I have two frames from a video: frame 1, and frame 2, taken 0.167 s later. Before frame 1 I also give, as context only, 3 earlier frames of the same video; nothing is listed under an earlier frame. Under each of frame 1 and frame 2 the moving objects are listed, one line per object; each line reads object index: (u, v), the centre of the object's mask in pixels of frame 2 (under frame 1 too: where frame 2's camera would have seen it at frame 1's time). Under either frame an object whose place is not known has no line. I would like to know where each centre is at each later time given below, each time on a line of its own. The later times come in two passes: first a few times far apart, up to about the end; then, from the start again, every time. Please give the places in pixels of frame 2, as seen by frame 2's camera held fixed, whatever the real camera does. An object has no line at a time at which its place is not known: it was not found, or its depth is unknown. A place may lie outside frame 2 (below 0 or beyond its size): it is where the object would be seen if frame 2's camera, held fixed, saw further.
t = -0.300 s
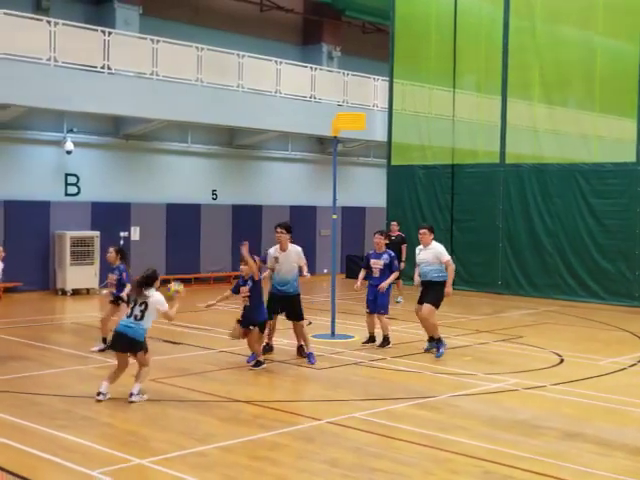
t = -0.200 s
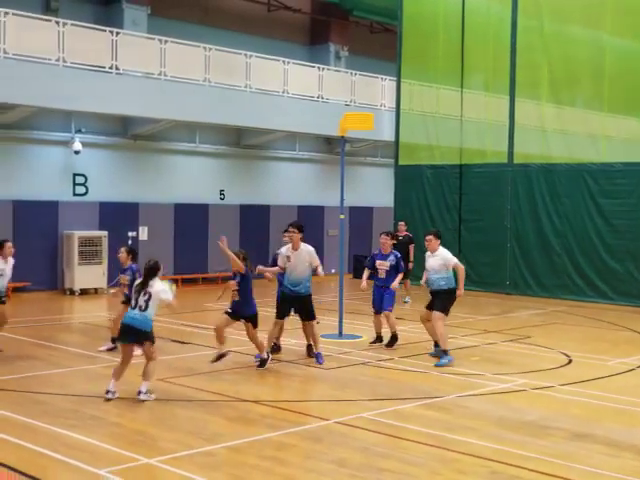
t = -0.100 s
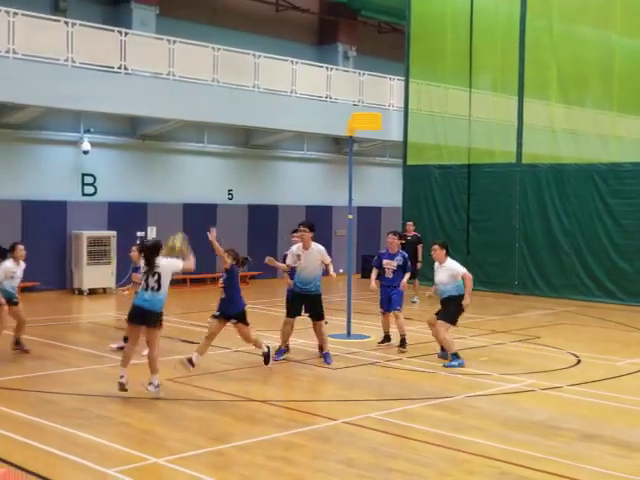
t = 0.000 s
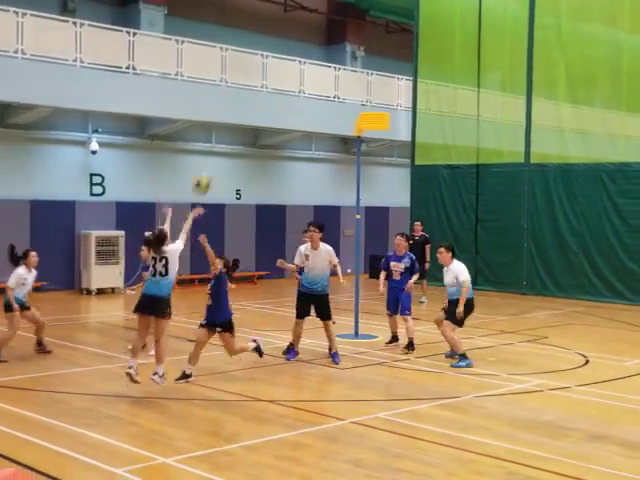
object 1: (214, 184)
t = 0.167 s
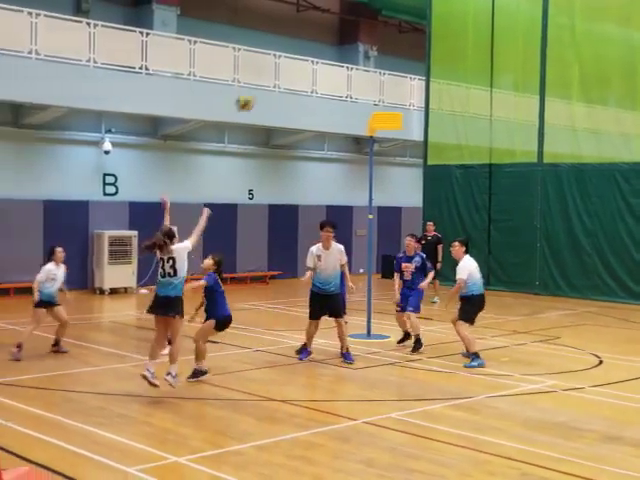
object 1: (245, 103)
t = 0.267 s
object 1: (261, 68)
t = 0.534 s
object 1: (301, 15)
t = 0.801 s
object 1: (334, 20)
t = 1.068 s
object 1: (362, 73)
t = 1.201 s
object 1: (374, 115)
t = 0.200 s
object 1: (250, 90)
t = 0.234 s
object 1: (256, 78)
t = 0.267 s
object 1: (261, 68)
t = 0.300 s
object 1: (268, 55)
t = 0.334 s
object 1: (272, 46)
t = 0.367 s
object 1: (278, 38)
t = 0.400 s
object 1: (282, 31)
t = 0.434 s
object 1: (288, 26)
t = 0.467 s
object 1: (292, 21)
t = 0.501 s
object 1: (296, 17)
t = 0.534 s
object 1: (301, 15)
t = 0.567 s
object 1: (306, 12)
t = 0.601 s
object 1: (310, 11)
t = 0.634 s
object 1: (314, 11)
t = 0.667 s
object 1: (318, 10)
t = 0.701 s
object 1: (323, 11)
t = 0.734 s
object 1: (326, 14)
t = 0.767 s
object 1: (330, 16)
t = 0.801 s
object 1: (334, 20)
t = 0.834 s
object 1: (338, 24)
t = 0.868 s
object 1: (342, 29)
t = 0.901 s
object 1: (345, 34)
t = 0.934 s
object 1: (348, 40)
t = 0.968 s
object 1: (353, 47)
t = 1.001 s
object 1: (355, 55)
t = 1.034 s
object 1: (358, 63)
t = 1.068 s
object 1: (362, 73)
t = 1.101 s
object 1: (365, 83)
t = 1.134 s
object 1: (368, 93)
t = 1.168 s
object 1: (371, 104)
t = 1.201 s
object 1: (374, 115)
